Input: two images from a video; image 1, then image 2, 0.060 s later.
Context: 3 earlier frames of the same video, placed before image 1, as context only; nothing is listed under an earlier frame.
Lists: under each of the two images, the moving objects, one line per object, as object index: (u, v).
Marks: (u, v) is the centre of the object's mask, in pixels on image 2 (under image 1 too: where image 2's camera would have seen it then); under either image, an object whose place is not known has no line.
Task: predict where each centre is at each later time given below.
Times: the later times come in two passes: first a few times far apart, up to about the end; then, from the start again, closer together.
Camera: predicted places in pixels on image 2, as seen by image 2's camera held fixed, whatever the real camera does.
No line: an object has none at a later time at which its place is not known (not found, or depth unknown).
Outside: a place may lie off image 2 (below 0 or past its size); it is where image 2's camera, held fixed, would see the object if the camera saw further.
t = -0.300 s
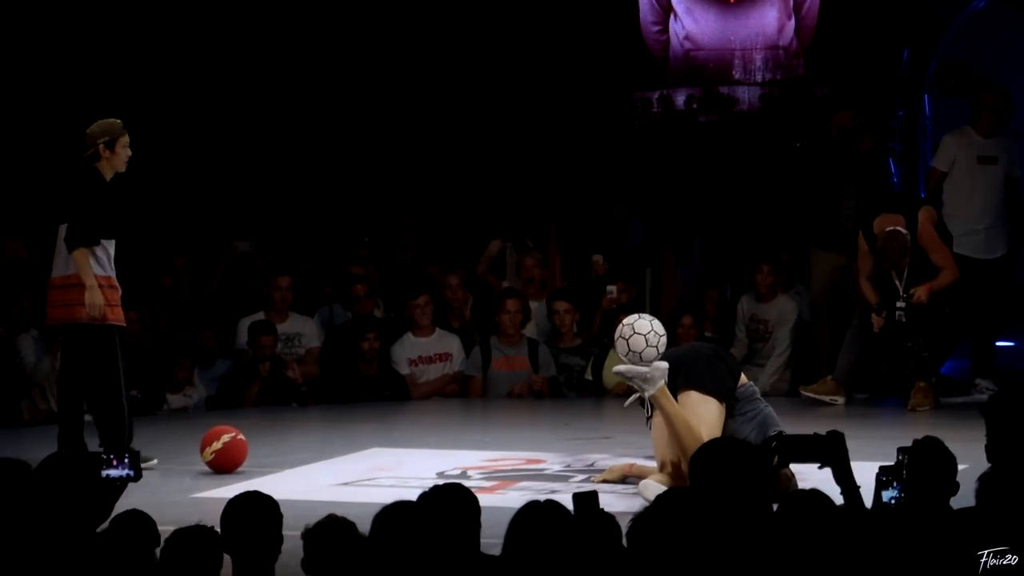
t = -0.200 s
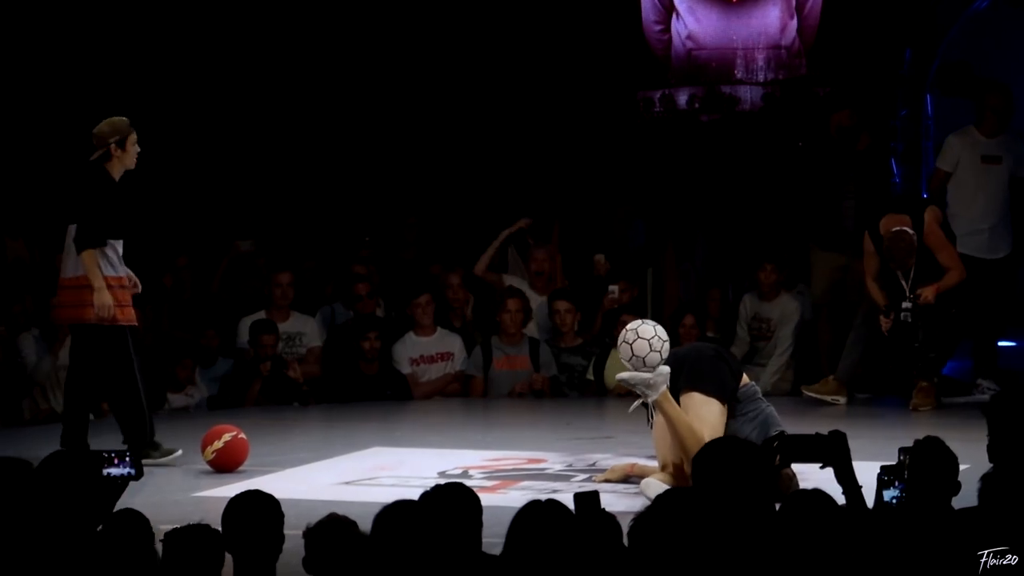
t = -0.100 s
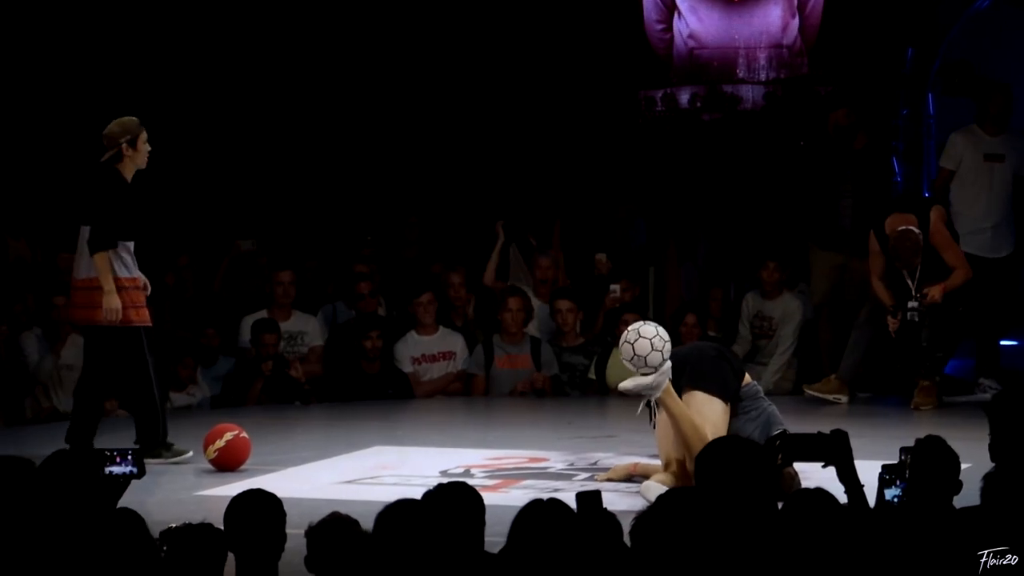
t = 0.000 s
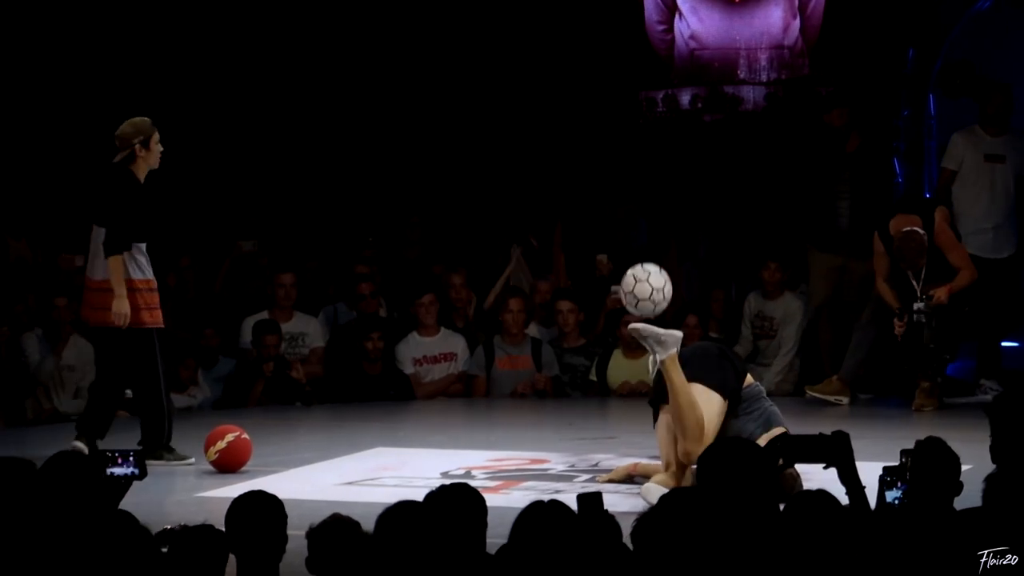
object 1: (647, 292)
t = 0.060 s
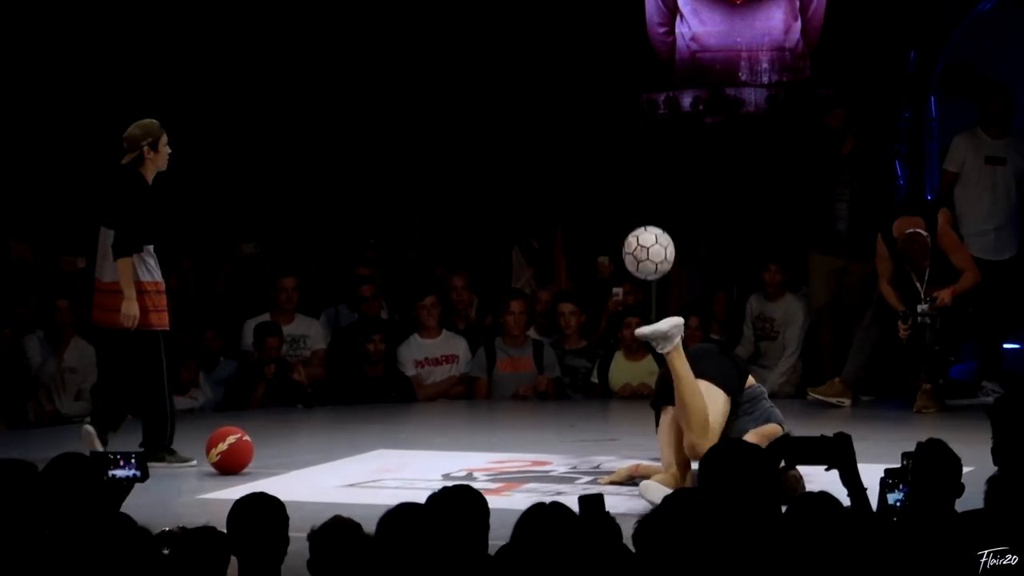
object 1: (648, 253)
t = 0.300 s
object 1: (655, 180)
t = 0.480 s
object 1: (660, 213)
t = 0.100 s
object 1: (649, 231)
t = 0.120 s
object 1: (650, 222)
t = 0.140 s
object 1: (650, 214)
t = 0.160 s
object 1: (651, 206)
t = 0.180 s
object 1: (651, 200)
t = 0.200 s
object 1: (652, 194)
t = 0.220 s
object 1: (652, 189)
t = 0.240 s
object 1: (653, 186)
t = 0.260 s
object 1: (653, 183)
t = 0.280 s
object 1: (654, 181)
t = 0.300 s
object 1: (655, 180)
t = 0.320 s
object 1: (655, 180)
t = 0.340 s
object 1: (656, 181)
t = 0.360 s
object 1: (657, 183)
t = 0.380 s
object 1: (657, 185)
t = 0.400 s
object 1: (658, 189)
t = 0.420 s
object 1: (658, 194)
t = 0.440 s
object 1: (659, 199)
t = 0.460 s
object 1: (659, 206)
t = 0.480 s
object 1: (660, 213)
